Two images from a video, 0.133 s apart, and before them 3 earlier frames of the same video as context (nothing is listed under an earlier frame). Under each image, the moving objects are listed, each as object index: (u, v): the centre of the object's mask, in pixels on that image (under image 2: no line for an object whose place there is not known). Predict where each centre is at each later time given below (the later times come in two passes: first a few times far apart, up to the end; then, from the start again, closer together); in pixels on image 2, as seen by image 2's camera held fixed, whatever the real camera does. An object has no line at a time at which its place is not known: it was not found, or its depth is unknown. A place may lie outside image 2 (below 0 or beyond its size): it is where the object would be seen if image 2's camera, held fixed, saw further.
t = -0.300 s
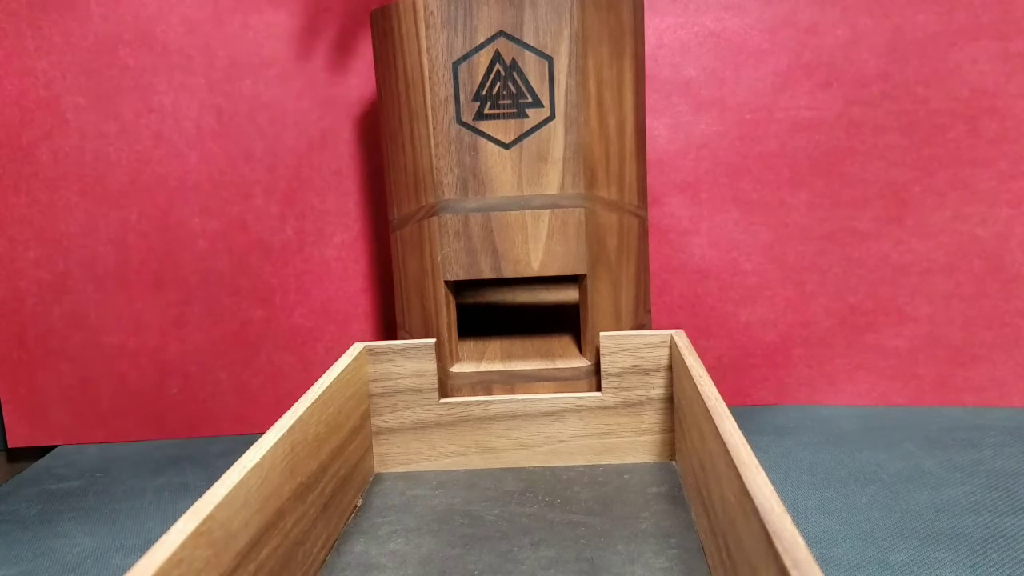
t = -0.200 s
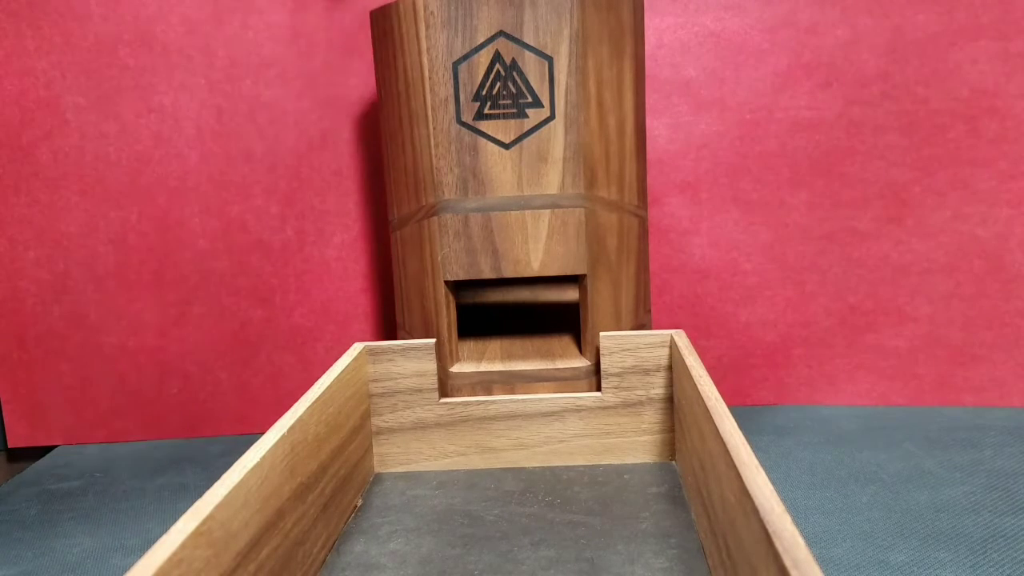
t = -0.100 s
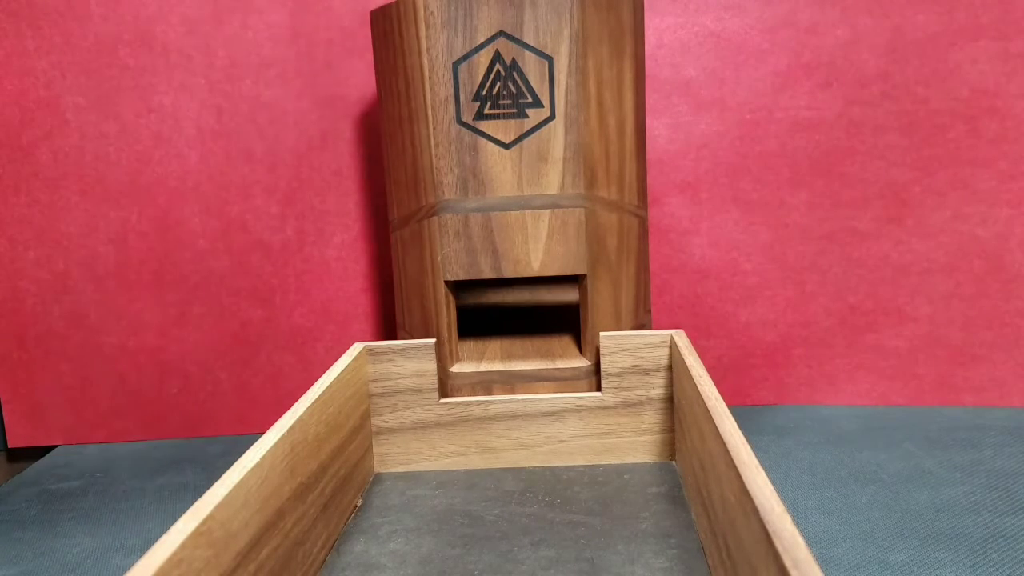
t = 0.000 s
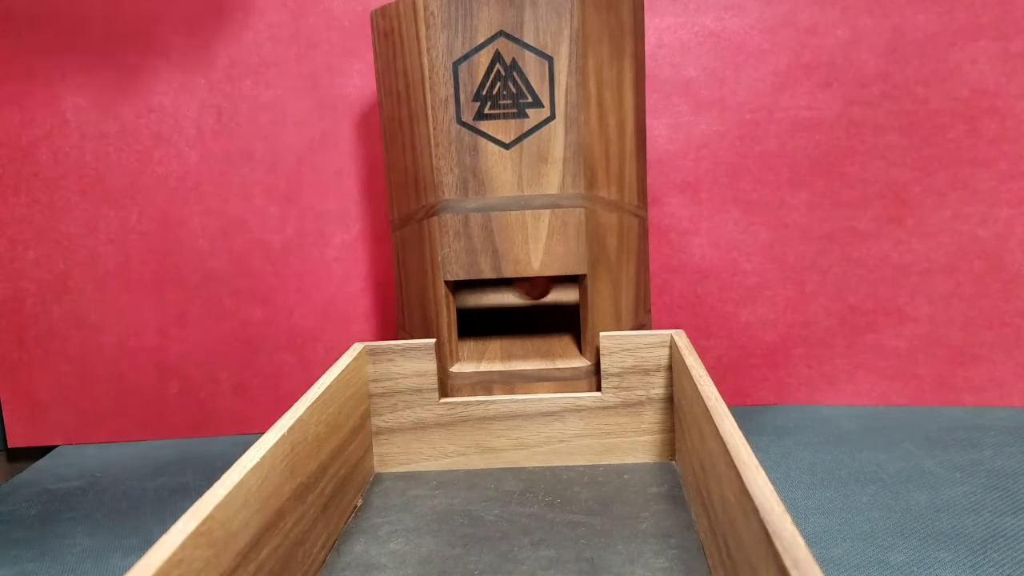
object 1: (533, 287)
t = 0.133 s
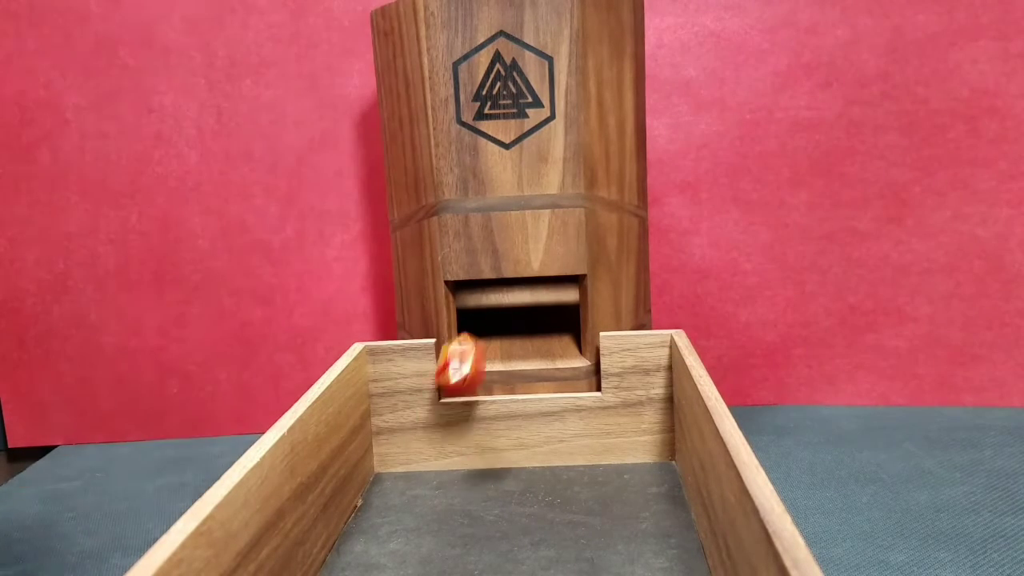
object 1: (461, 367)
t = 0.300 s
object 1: (358, 528)
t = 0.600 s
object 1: (369, 555)
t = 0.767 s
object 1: (369, 555)
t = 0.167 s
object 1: (441, 432)
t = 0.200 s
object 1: (422, 486)
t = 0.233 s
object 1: (402, 498)
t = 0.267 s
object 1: (380, 508)
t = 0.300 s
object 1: (358, 528)
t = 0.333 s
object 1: (353, 537)
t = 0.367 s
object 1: (353, 544)
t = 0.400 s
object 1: (358, 547)
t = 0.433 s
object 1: (364, 549)
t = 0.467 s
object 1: (368, 551)
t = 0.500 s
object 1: (368, 553)
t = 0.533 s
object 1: (368, 555)
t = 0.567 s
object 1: (369, 555)
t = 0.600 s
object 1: (369, 555)
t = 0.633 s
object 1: (369, 555)
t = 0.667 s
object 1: (369, 555)
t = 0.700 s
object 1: (369, 555)
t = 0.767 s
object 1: (369, 555)
